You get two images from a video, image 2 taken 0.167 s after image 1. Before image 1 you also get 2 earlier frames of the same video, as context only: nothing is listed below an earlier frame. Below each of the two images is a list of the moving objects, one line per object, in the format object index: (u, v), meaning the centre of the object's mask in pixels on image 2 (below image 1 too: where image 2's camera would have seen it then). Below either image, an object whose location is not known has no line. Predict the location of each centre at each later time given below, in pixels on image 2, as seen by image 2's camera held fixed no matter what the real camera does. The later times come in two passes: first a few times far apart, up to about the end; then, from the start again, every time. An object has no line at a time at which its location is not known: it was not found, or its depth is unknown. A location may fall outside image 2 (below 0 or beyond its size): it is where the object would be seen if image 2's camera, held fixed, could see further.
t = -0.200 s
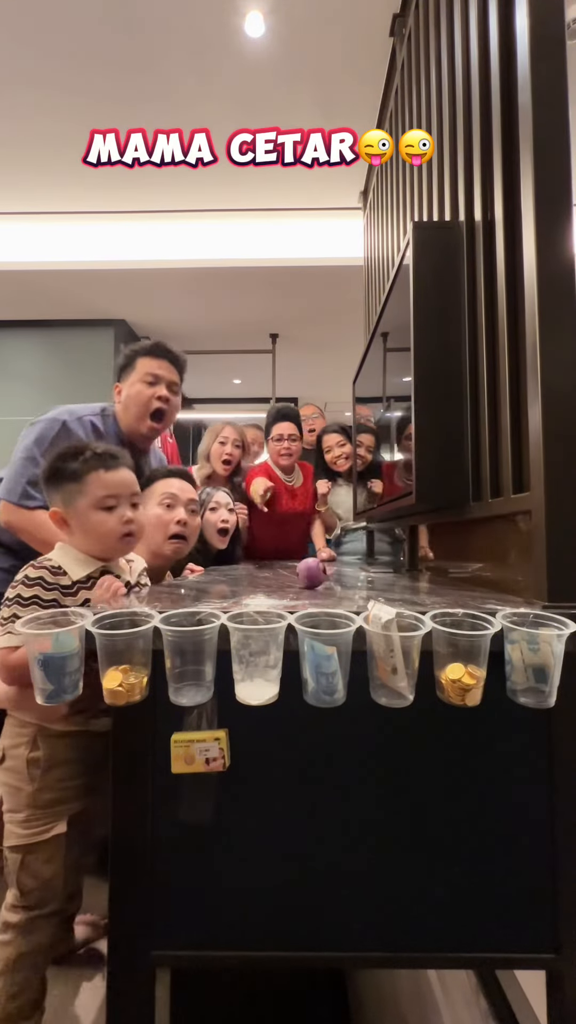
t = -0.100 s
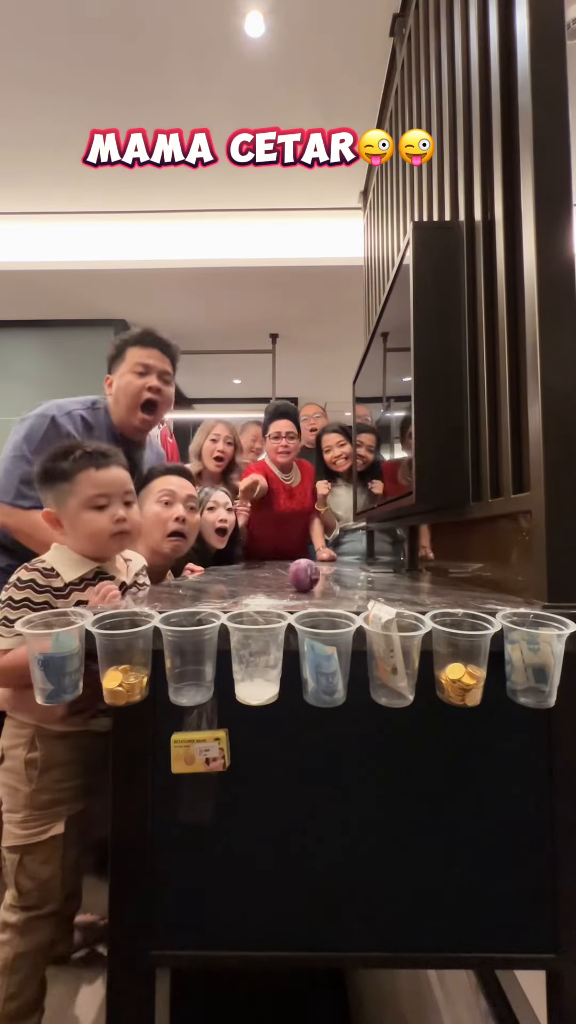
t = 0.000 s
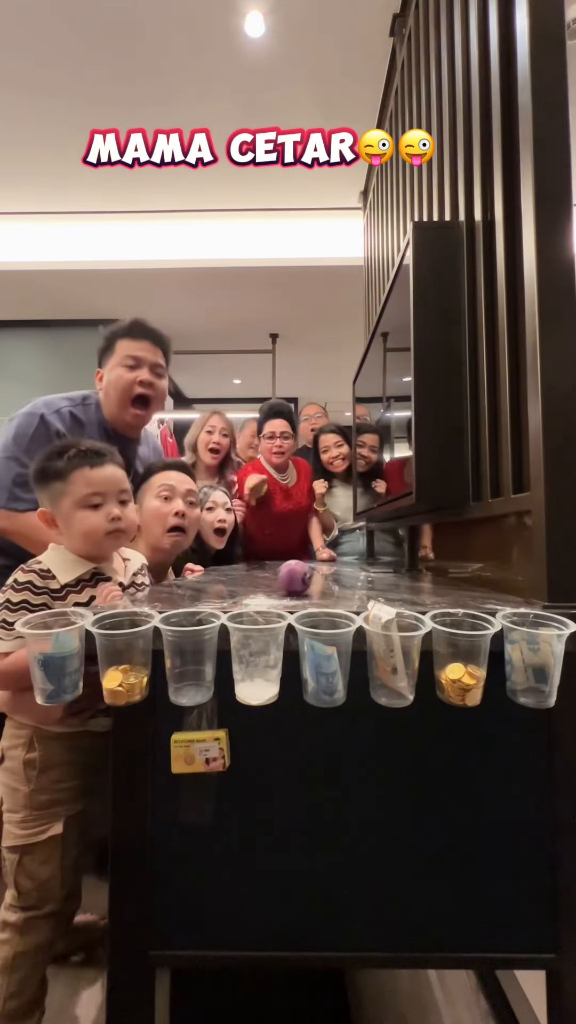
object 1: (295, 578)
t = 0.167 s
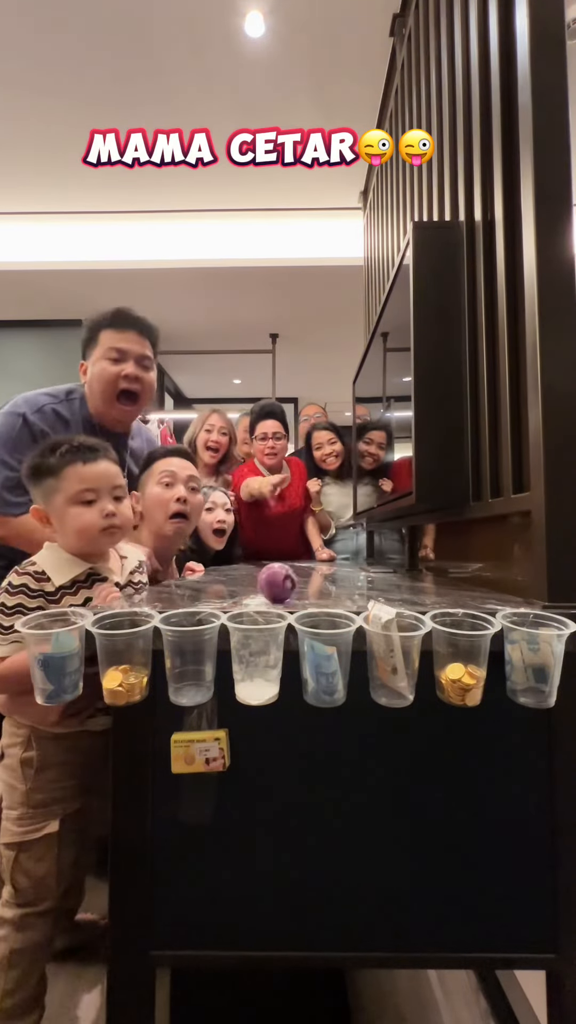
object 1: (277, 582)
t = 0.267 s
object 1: (264, 586)
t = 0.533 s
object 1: (287, 593)
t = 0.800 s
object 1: (321, 620)
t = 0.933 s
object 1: (324, 623)
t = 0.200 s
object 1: (273, 583)
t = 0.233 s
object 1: (268, 584)
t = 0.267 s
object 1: (264, 586)
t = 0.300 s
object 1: (258, 585)
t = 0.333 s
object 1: (253, 590)
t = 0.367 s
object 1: (249, 599)
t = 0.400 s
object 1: (249, 612)
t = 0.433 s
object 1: (261, 612)
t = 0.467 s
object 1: (272, 600)
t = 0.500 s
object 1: (279, 594)
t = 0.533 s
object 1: (287, 593)
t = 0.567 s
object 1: (294, 595)
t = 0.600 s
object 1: (302, 594)
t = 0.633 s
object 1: (311, 597)
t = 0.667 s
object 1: (319, 602)
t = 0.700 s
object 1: (327, 609)
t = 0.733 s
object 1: (333, 616)
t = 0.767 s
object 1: (328, 617)
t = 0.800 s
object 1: (321, 620)
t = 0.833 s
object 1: (323, 618)
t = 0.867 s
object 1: (329, 619)
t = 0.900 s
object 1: (329, 621)
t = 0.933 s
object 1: (324, 623)
